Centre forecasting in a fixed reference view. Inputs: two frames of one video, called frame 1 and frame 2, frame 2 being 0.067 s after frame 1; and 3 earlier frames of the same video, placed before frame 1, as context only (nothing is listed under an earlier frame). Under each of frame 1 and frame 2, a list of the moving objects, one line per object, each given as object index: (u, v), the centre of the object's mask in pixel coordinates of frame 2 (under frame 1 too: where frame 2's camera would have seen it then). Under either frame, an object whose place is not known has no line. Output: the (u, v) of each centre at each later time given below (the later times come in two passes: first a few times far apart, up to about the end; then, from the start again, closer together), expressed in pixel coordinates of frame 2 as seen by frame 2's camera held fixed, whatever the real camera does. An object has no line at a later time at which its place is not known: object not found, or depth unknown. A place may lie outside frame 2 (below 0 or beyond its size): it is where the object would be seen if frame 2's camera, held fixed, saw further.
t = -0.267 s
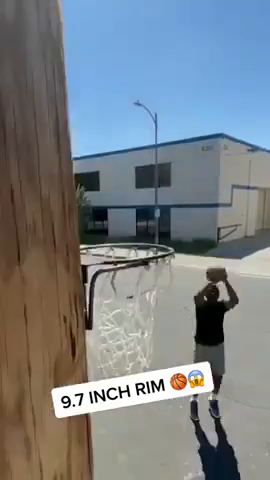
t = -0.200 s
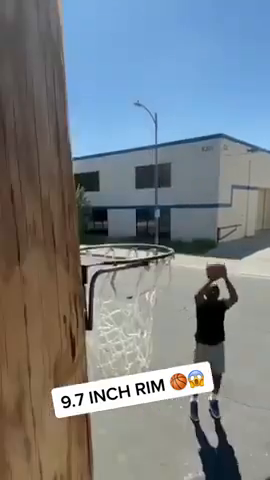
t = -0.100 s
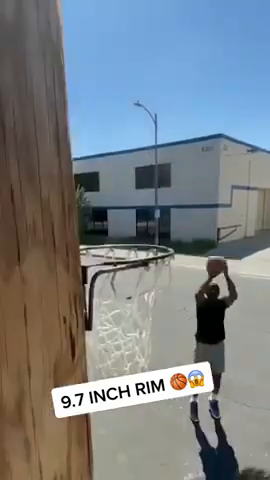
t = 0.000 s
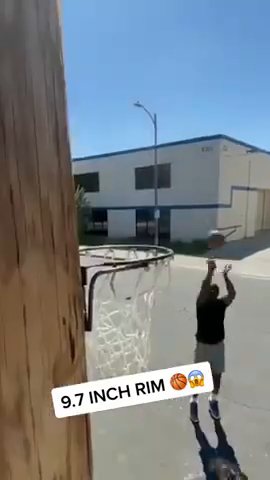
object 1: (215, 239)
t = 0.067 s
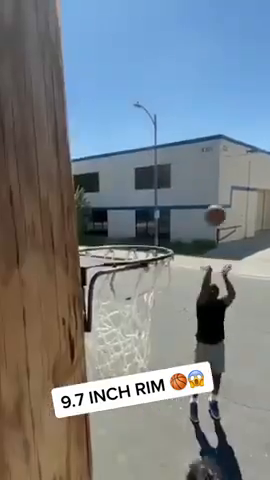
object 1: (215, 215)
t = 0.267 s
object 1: (211, 144)
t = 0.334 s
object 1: (209, 122)
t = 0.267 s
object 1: (211, 144)
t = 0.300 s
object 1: (210, 133)
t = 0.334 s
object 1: (209, 122)
